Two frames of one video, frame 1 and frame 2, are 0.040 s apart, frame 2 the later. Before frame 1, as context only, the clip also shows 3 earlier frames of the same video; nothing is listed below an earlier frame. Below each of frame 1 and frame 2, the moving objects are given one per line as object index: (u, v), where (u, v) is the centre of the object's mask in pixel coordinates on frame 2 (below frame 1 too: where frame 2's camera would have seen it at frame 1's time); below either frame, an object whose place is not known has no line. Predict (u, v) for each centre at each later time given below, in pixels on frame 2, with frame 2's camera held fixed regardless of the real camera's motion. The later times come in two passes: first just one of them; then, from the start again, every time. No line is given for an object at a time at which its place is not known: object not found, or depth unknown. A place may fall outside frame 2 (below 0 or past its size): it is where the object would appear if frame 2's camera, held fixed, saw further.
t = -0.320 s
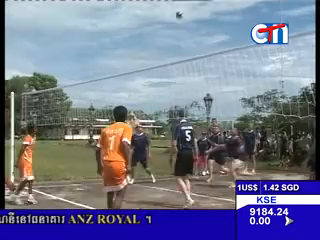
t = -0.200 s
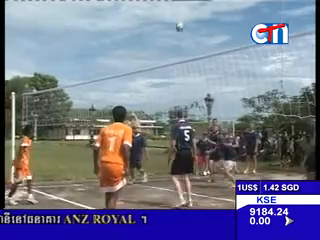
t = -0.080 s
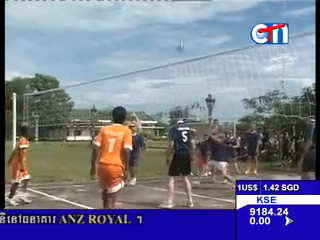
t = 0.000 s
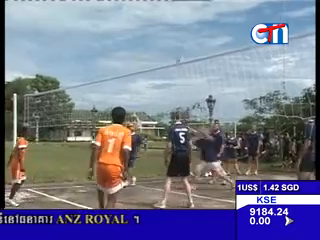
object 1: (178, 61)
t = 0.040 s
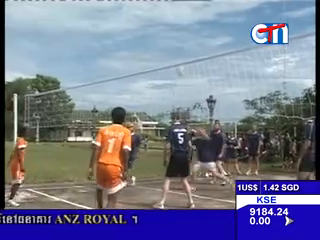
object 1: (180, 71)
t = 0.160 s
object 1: (180, 99)
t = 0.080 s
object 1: (180, 80)
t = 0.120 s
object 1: (179, 90)
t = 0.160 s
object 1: (180, 99)
